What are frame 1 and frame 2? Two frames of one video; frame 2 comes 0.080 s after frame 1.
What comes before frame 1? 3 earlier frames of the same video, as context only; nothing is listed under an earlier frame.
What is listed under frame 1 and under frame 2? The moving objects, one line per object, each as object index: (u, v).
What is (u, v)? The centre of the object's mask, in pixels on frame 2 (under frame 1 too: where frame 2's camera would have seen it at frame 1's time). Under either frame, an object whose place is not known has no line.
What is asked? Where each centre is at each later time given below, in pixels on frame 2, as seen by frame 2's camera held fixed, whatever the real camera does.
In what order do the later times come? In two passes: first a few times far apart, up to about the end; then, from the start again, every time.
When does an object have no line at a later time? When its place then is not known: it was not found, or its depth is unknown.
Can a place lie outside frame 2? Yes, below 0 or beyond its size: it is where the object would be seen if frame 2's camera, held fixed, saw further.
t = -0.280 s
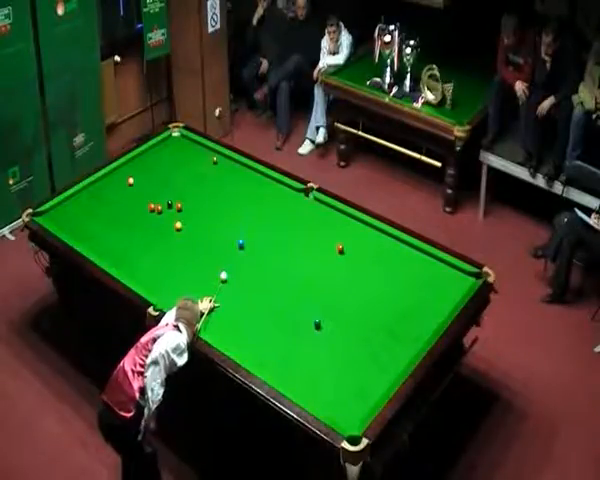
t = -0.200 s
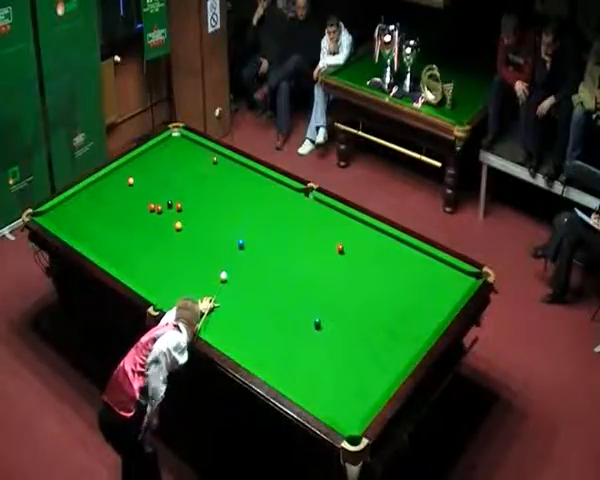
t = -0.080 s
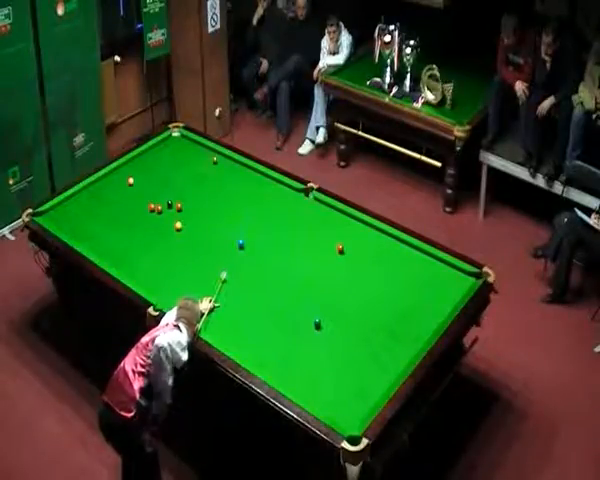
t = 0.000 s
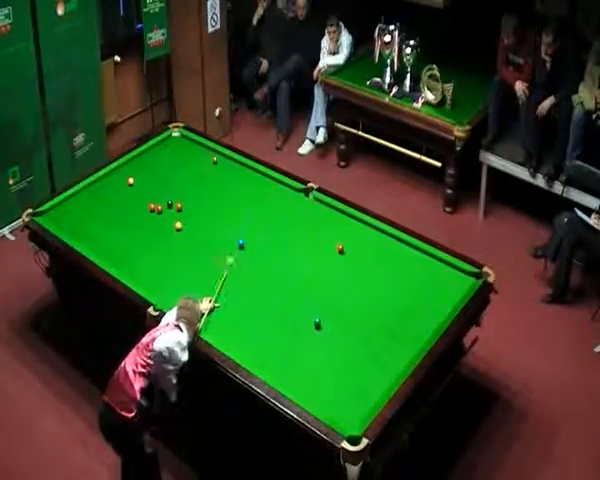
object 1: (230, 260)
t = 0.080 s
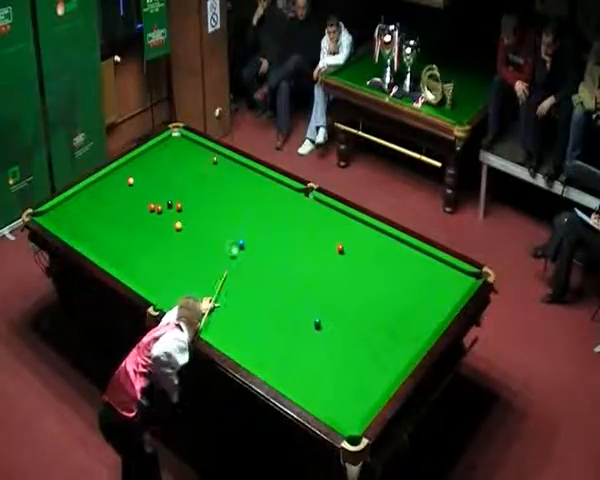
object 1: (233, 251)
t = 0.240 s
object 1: (232, 244)
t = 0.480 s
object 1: (223, 243)
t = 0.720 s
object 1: (215, 242)
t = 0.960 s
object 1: (208, 241)
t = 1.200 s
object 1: (201, 240)
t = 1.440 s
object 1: (195, 238)
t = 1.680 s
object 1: (190, 238)
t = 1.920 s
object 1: (185, 237)
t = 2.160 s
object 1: (180, 236)
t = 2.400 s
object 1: (177, 236)
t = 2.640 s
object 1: (172, 234)
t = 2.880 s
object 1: (169, 234)
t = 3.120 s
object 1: (167, 233)
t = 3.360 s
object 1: (164, 233)
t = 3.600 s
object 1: (162, 232)
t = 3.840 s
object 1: (160, 231)
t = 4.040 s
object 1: (160, 232)
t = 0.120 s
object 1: (235, 246)
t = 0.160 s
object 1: (235, 245)
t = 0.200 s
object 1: (233, 245)
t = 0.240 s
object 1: (232, 244)
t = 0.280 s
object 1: (230, 244)
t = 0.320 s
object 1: (229, 244)
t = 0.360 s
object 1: (227, 244)
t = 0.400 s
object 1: (226, 243)
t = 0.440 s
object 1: (225, 243)
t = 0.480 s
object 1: (223, 243)
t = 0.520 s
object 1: (222, 242)
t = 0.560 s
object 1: (221, 243)
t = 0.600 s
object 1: (220, 242)
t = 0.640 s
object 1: (218, 242)
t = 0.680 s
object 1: (217, 242)
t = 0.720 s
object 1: (215, 242)
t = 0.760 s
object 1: (214, 242)
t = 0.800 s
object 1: (214, 242)
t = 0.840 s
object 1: (212, 242)
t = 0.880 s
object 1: (210, 241)
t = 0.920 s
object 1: (209, 241)
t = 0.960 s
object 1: (208, 241)
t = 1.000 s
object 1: (207, 240)
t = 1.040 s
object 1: (206, 240)
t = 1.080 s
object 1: (204, 240)
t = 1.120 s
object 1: (204, 240)
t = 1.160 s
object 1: (203, 240)
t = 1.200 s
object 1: (201, 240)
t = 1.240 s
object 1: (200, 240)
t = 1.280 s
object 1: (199, 239)
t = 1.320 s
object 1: (198, 239)
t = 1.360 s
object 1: (197, 239)
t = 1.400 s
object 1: (196, 239)
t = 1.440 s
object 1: (195, 238)
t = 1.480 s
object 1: (194, 238)
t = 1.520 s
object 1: (194, 238)
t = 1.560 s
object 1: (193, 238)
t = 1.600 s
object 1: (192, 238)
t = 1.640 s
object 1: (191, 238)
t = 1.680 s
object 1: (190, 238)
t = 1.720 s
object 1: (189, 238)
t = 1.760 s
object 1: (188, 238)
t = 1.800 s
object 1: (188, 238)
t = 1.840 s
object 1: (187, 237)
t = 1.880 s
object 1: (186, 237)
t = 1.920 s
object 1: (185, 237)
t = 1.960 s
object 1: (184, 236)
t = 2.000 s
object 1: (183, 236)
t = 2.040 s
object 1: (182, 236)
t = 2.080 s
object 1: (182, 236)
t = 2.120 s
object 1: (181, 236)
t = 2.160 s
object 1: (180, 236)
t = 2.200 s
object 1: (180, 236)
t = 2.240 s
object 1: (179, 236)
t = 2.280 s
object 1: (178, 236)
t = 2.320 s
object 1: (178, 236)
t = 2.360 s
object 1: (177, 236)
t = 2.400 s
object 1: (177, 236)
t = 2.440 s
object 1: (175, 235)
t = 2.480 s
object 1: (175, 235)
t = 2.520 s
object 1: (174, 235)
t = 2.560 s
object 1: (173, 235)
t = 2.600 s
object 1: (172, 234)
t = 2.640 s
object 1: (172, 234)
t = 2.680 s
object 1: (172, 234)
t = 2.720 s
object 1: (172, 234)
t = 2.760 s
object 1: (171, 234)
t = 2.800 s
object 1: (171, 234)
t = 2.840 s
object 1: (170, 234)
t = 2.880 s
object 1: (169, 234)
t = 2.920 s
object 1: (168, 234)
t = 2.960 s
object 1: (168, 234)
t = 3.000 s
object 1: (168, 234)
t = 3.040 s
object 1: (168, 234)
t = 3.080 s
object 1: (167, 233)
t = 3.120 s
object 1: (167, 233)
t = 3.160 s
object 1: (166, 233)
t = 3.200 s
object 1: (165, 233)
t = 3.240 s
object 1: (165, 233)
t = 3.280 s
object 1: (164, 233)
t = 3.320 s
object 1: (164, 233)
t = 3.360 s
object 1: (164, 233)
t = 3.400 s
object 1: (163, 233)
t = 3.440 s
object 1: (163, 233)
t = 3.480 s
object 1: (163, 232)
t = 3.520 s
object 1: (162, 232)
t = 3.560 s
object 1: (162, 232)
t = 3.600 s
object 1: (162, 232)
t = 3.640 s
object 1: (161, 232)
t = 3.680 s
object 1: (161, 232)
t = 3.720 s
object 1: (161, 232)
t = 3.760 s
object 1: (161, 232)
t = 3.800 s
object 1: (160, 231)
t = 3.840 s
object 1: (160, 231)
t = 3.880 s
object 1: (160, 232)
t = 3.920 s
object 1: (160, 232)
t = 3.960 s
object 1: (160, 232)
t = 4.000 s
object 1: (160, 231)
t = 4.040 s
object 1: (160, 232)
